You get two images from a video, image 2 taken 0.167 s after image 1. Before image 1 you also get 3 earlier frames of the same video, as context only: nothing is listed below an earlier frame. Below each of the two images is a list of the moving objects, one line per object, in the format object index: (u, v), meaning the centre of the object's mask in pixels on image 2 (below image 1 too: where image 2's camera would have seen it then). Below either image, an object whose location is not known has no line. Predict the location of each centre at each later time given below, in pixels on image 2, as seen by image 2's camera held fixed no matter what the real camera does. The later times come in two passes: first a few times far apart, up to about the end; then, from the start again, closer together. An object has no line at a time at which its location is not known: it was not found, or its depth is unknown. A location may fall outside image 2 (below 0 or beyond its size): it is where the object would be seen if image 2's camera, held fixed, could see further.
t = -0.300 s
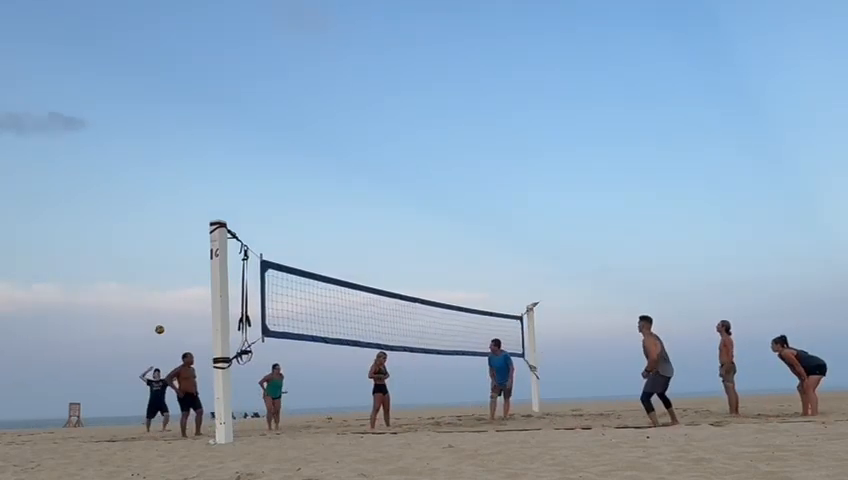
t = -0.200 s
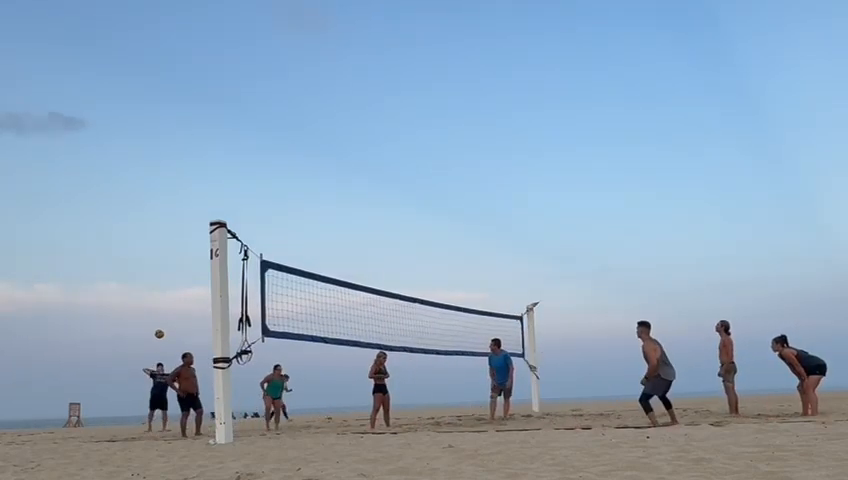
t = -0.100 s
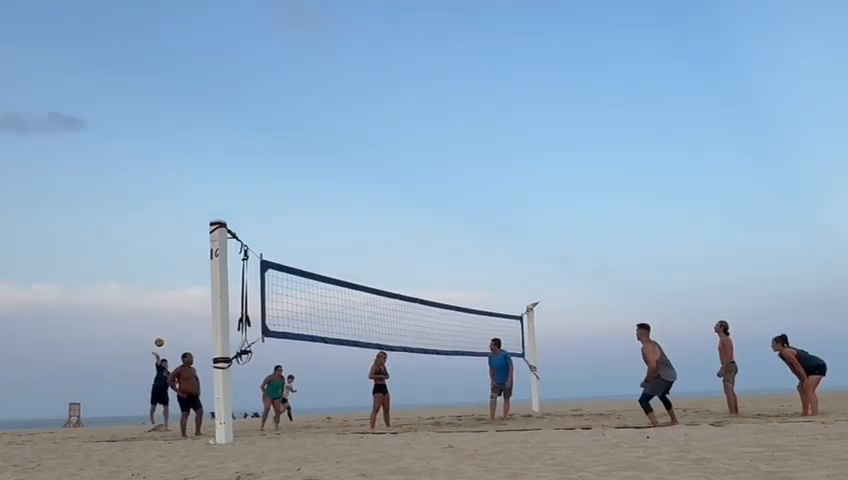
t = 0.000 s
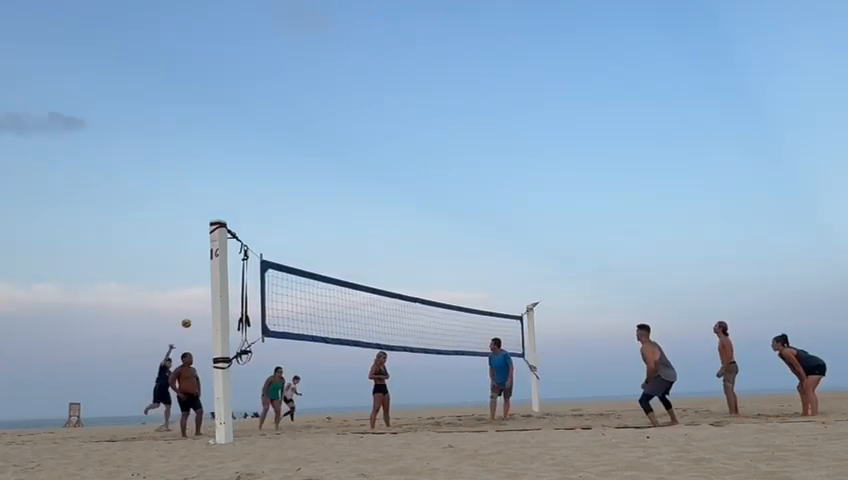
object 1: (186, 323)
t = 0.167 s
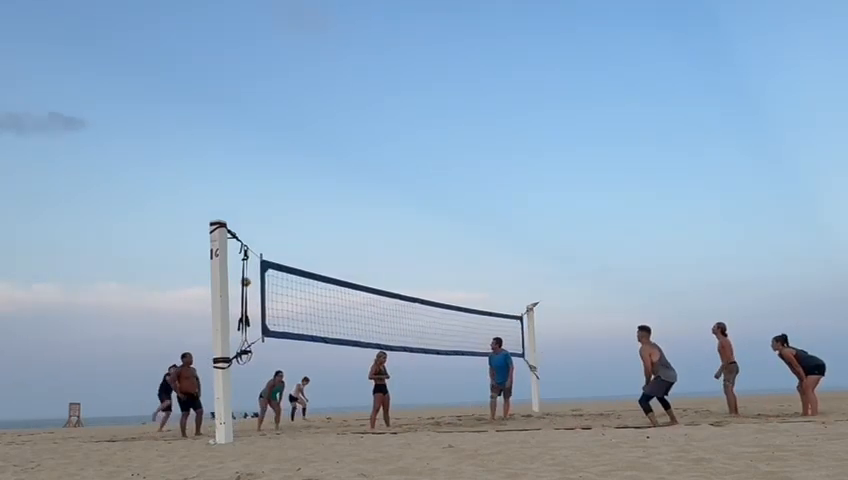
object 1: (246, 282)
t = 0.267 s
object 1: (281, 259)
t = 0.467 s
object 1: (357, 224)
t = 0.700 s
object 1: (451, 203)
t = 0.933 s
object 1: (553, 210)
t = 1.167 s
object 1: (664, 248)
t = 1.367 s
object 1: (769, 305)
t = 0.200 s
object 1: (257, 274)
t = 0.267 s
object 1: (281, 259)
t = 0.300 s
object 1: (294, 252)
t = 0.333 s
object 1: (306, 246)
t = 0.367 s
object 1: (318, 240)
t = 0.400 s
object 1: (331, 234)
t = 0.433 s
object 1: (344, 229)
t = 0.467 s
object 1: (357, 224)
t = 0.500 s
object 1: (370, 219)
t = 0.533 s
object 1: (384, 215)
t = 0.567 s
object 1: (397, 212)
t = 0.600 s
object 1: (410, 209)
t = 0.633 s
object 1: (424, 207)
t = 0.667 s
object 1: (438, 205)
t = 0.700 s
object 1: (451, 203)
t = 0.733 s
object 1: (466, 202)
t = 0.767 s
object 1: (480, 202)
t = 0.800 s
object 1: (494, 202)
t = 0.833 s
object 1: (508, 203)
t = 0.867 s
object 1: (524, 205)
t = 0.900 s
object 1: (538, 207)
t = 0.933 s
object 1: (553, 210)
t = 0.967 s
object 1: (568, 213)
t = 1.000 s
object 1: (584, 218)
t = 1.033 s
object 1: (600, 222)
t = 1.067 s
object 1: (615, 228)
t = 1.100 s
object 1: (632, 234)
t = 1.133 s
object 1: (648, 240)
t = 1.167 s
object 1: (664, 248)
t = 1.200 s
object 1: (681, 255)
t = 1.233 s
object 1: (698, 263)
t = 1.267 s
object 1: (715, 272)
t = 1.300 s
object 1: (733, 282)
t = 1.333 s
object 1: (751, 293)
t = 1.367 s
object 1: (769, 305)
